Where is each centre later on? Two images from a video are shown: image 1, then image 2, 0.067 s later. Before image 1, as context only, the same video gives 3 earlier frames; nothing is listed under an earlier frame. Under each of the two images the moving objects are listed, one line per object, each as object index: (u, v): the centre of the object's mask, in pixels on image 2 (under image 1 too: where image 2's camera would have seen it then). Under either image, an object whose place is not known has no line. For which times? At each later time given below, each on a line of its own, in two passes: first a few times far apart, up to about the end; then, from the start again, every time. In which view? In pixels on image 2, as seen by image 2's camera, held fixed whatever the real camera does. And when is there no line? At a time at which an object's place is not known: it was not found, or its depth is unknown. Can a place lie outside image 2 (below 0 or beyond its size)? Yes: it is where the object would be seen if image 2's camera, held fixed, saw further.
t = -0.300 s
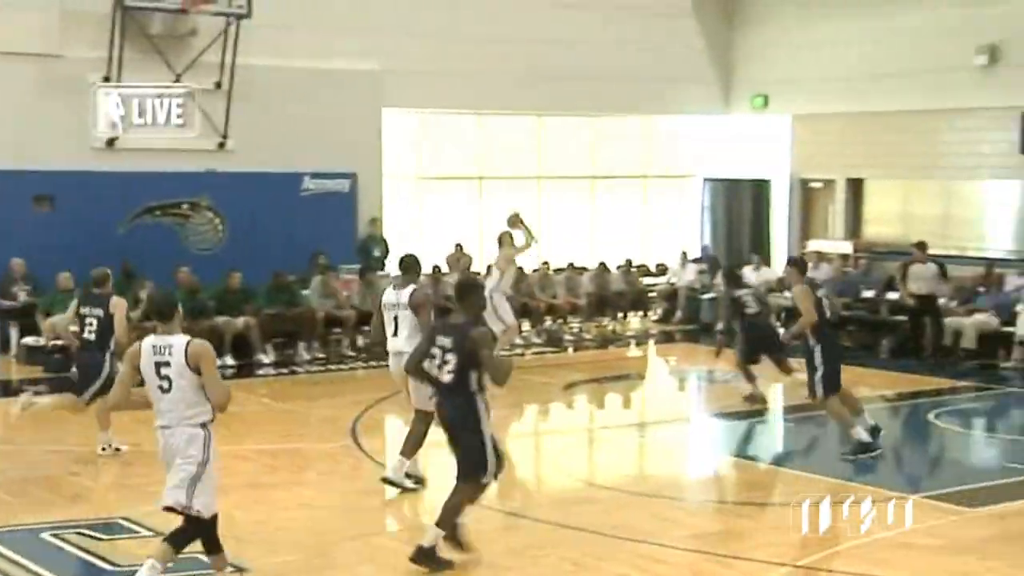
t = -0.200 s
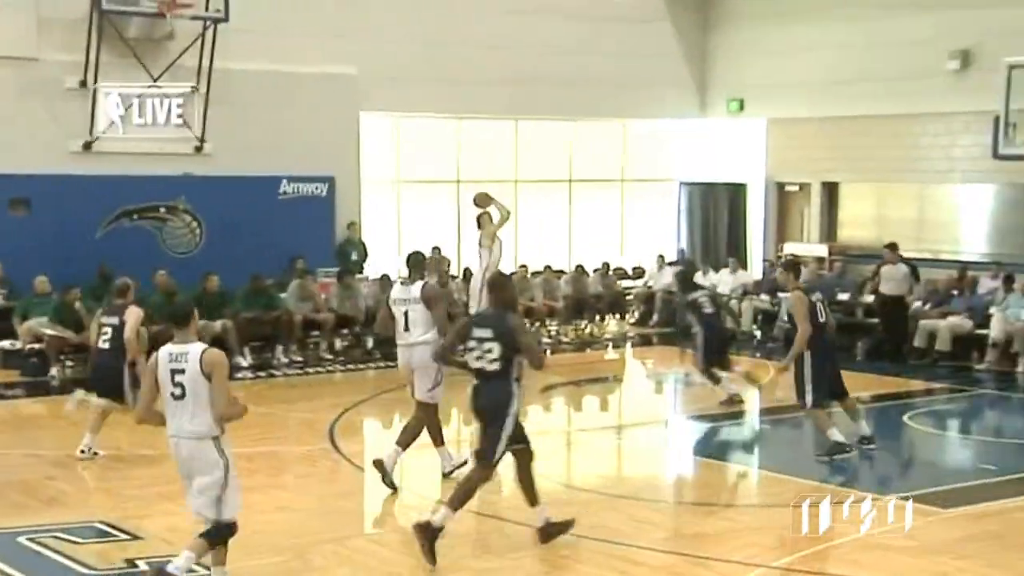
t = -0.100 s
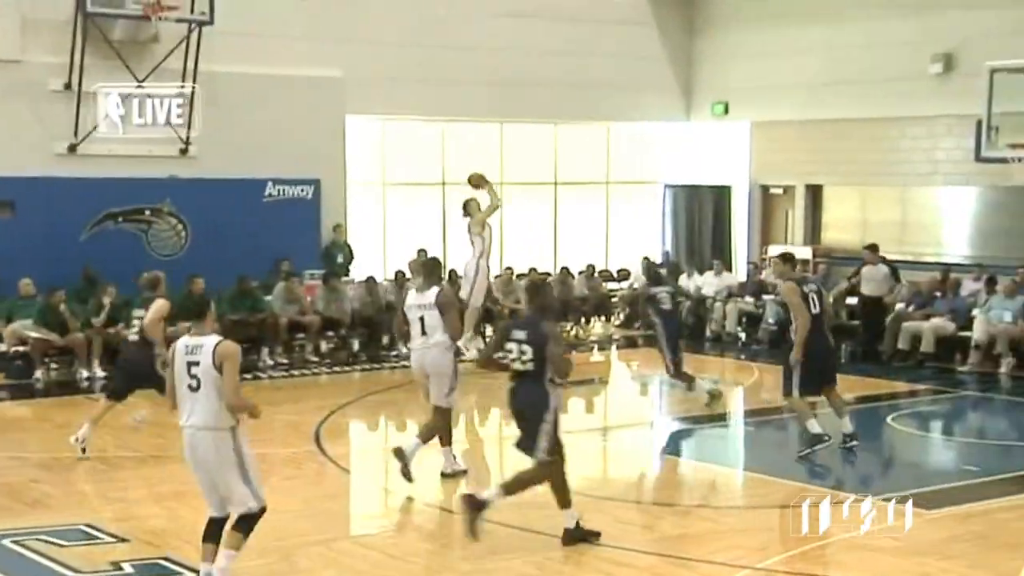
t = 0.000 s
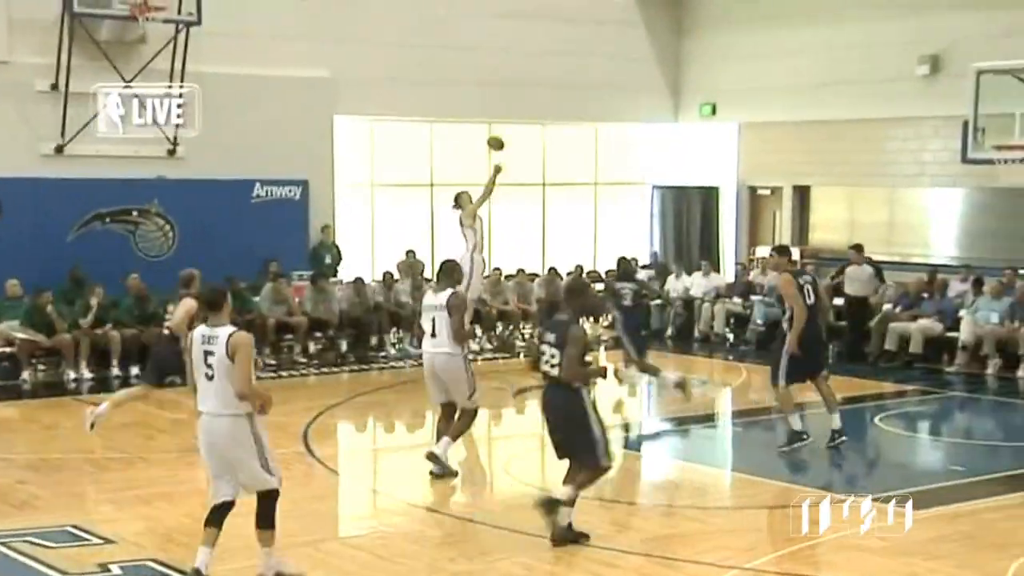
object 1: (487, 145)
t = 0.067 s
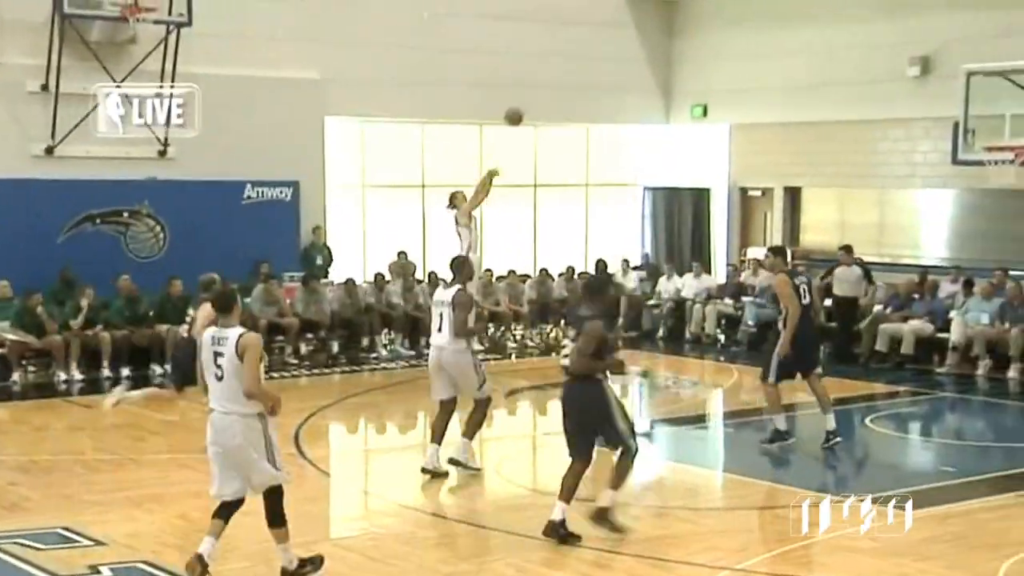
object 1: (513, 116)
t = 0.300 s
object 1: (610, 44)
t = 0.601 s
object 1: (742, 10)
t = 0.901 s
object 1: (881, 51)
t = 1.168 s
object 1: (1007, 153)
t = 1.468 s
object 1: (1029, 187)
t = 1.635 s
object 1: (1031, 236)
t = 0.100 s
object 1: (527, 104)
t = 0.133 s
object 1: (540, 92)
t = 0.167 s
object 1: (554, 81)
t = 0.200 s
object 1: (567, 71)
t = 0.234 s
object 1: (582, 61)
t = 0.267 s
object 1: (596, 52)
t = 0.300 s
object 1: (610, 44)
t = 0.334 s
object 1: (624, 38)
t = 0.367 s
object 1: (638, 31)
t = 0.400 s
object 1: (653, 25)
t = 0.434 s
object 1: (670, 21)
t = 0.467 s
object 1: (683, 17)
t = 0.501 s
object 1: (697, 14)
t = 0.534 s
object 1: (712, 12)
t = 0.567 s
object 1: (727, 10)
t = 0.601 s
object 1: (742, 10)
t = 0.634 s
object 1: (758, 11)
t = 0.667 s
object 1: (772, 12)
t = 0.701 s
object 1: (788, 15)
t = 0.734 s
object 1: (803, 18)
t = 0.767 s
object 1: (818, 23)
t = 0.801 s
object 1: (834, 28)
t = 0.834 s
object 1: (850, 35)
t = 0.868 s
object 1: (865, 42)
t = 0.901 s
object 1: (881, 51)
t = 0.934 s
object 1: (896, 61)
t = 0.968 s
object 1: (913, 71)
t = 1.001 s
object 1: (929, 84)
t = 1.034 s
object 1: (944, 95)
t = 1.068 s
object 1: (959, 109)
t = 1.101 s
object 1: (976, 124)
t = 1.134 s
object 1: (991, 141)
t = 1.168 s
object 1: (1007, 153)
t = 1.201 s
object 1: (1022, 163)
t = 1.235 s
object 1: (1024, 163)
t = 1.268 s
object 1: (1025, 161)
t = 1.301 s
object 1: (1026, 164)
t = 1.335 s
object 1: (1026, 165)
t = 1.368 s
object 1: (1027, 169)
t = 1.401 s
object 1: (1028, 176)
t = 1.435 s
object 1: (1028, 181)
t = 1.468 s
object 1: (1029, 187)
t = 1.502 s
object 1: (1030, 195)
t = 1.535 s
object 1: (1030, 203)
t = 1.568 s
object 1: (1031, 215)
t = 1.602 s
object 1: (1031, 226)
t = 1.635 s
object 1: (1031, 236)
